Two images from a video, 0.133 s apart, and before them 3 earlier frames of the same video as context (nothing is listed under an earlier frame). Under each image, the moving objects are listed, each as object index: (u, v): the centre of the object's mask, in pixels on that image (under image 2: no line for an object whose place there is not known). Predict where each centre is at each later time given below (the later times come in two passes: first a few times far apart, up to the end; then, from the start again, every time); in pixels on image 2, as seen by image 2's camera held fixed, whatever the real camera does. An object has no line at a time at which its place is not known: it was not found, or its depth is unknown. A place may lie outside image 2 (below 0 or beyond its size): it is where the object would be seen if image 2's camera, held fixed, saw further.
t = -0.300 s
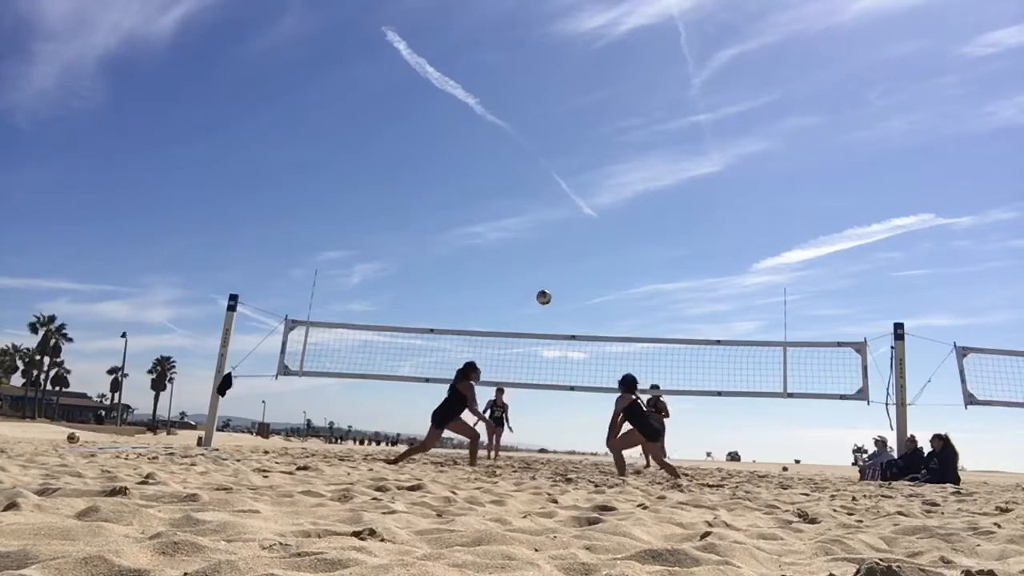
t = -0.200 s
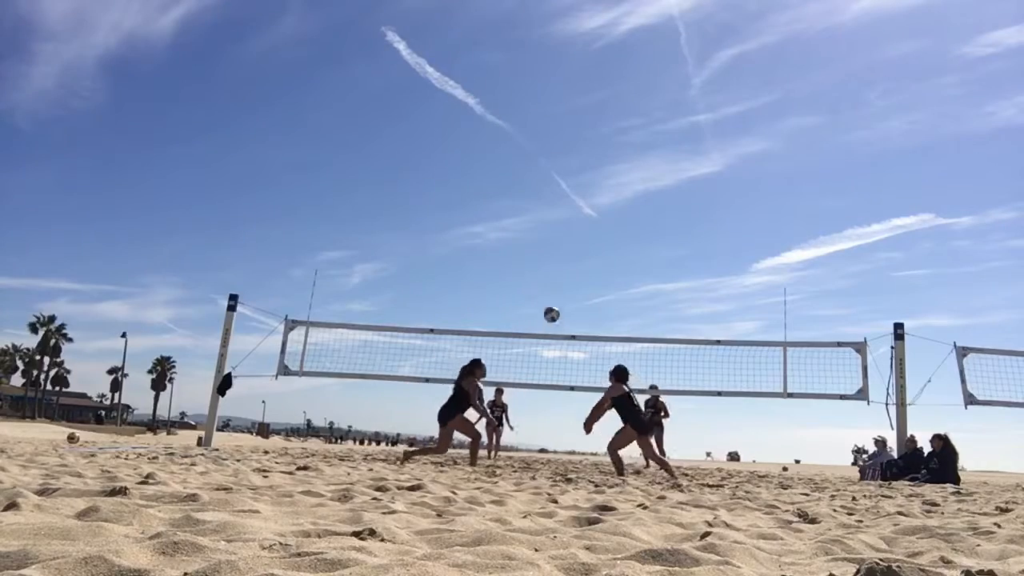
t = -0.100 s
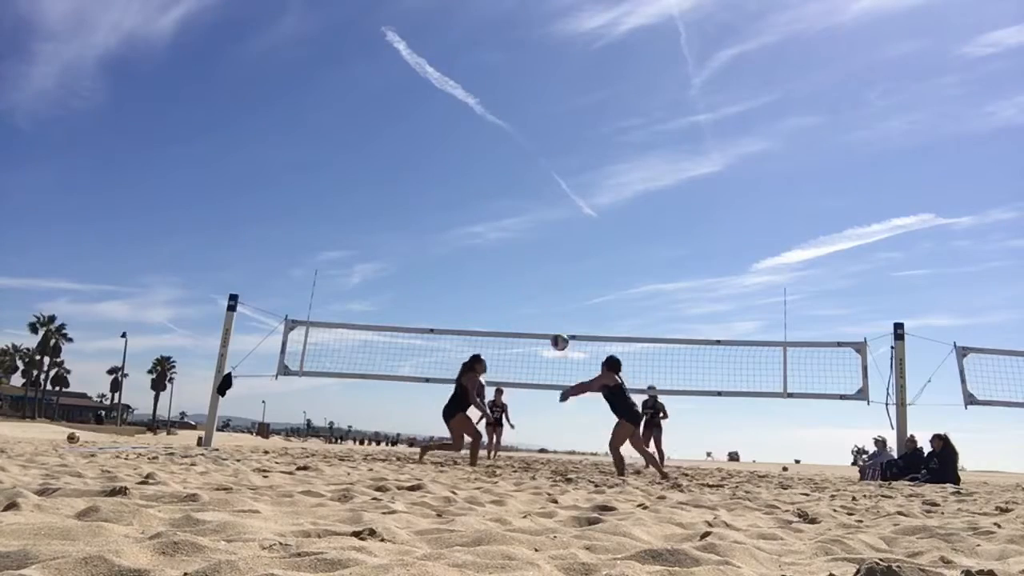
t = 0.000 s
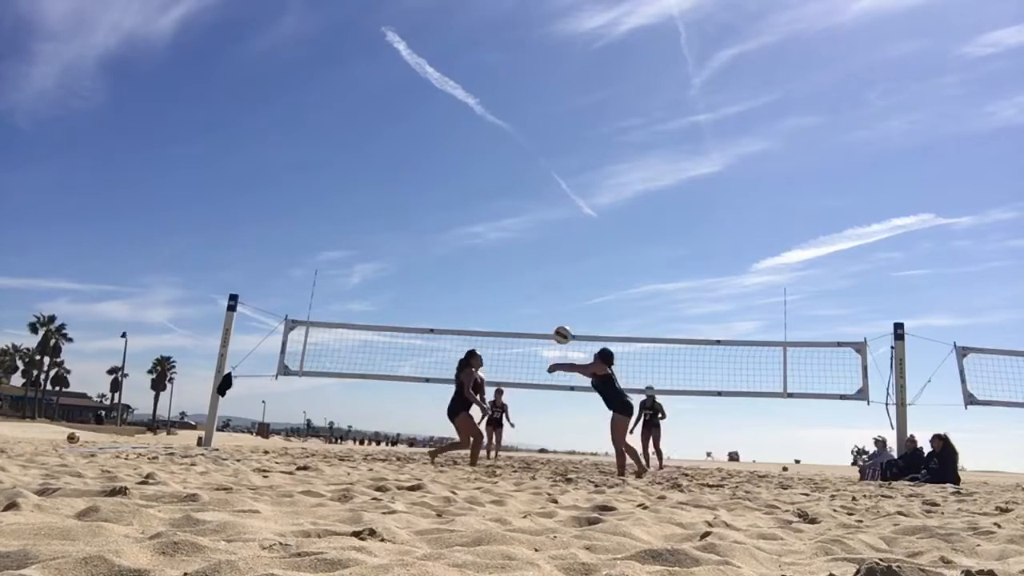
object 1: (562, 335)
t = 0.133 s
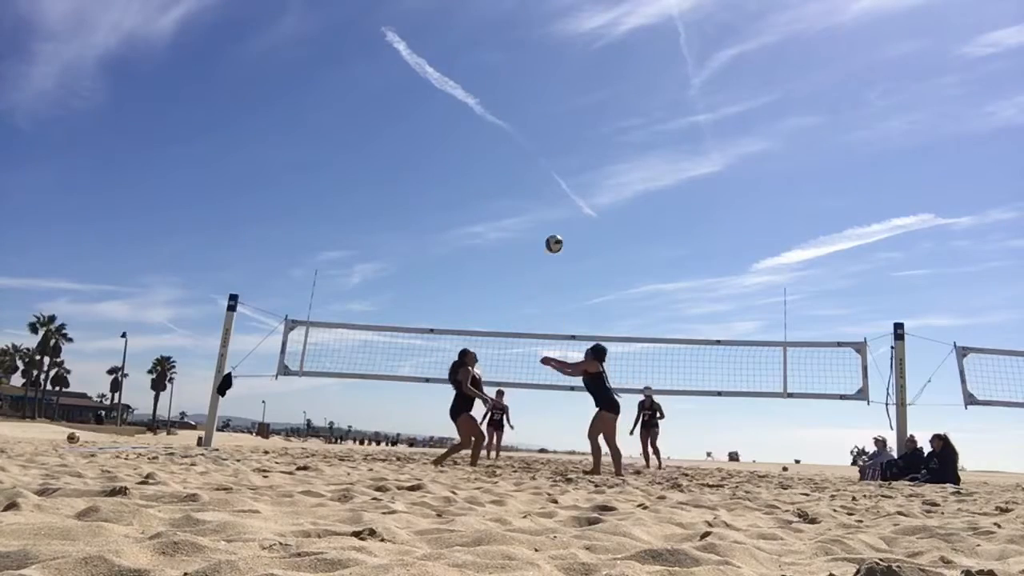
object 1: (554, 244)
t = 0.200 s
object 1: (550, 205)
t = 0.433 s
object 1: (536, 102)
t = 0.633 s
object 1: (523, 50)
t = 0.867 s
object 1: (507, 26)
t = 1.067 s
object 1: (491, 37)
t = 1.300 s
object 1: (471, 87)
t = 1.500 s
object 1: (451, 160)
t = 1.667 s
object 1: (432, 245)
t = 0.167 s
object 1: (552, 224)
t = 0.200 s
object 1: (550, 205)
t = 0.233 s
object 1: (548, 187)
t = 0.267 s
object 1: (546, 171)
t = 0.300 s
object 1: (544, 155)
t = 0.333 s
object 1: (542, 140)
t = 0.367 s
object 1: (539, 127)
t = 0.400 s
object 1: (537, 114)
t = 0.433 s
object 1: (536, 102)
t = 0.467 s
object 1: (533, 91)
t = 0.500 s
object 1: (531, 82)
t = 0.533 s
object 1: (529, 72)
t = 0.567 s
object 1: (527, 64)
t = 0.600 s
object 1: (525, 57)
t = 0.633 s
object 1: (523, 50)
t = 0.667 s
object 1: (521, 44)
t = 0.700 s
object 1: (518, 39)
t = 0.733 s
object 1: (516, 35)
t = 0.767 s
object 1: (514, 32)
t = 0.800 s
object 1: (512, 29)
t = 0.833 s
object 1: (509, 27)
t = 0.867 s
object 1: (507, 26)
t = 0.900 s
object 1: (504, 26)
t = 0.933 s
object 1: (502, 26)
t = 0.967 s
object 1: (499, 28)
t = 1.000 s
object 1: (496, 30)
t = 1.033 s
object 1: (494, 34)
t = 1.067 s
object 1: (491, 37)
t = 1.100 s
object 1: (488, 42)
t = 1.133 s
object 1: (485, 47)
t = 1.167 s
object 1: (482, 53)
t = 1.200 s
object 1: (480, 60)
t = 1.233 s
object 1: (477, 68)
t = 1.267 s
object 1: (474, 77)
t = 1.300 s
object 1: (471, 87)
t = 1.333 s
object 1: (467, 97)
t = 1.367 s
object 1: (464, 108)
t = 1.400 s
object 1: (461, 119)
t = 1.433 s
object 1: (458, 132)
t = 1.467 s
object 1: (454, 146)
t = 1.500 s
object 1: (451, 160)
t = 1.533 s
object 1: (447, 175)
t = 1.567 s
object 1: (443, 191)
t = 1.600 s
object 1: (439, 208)
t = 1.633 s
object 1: (435, 226)
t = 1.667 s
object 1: (432, 245)
